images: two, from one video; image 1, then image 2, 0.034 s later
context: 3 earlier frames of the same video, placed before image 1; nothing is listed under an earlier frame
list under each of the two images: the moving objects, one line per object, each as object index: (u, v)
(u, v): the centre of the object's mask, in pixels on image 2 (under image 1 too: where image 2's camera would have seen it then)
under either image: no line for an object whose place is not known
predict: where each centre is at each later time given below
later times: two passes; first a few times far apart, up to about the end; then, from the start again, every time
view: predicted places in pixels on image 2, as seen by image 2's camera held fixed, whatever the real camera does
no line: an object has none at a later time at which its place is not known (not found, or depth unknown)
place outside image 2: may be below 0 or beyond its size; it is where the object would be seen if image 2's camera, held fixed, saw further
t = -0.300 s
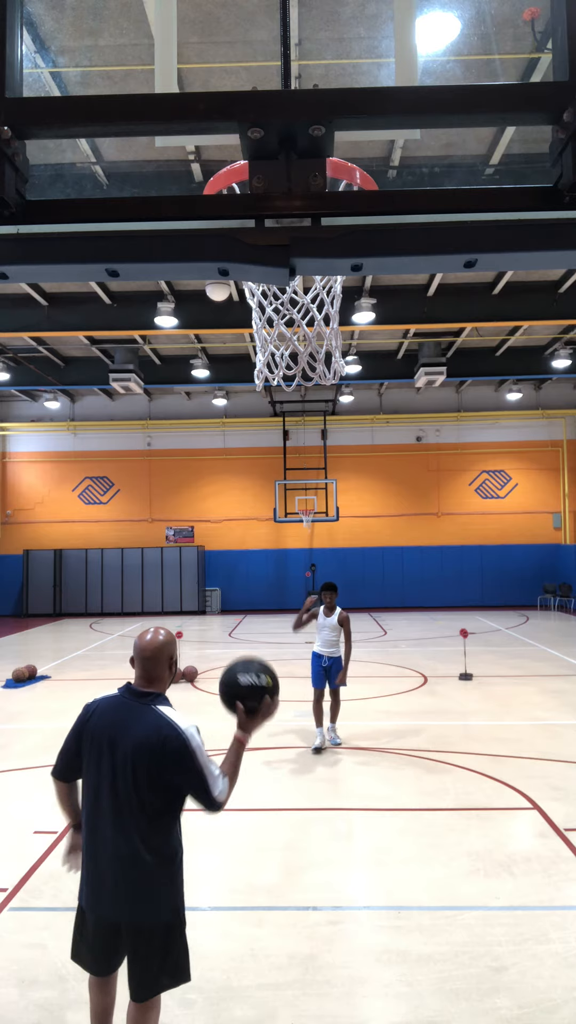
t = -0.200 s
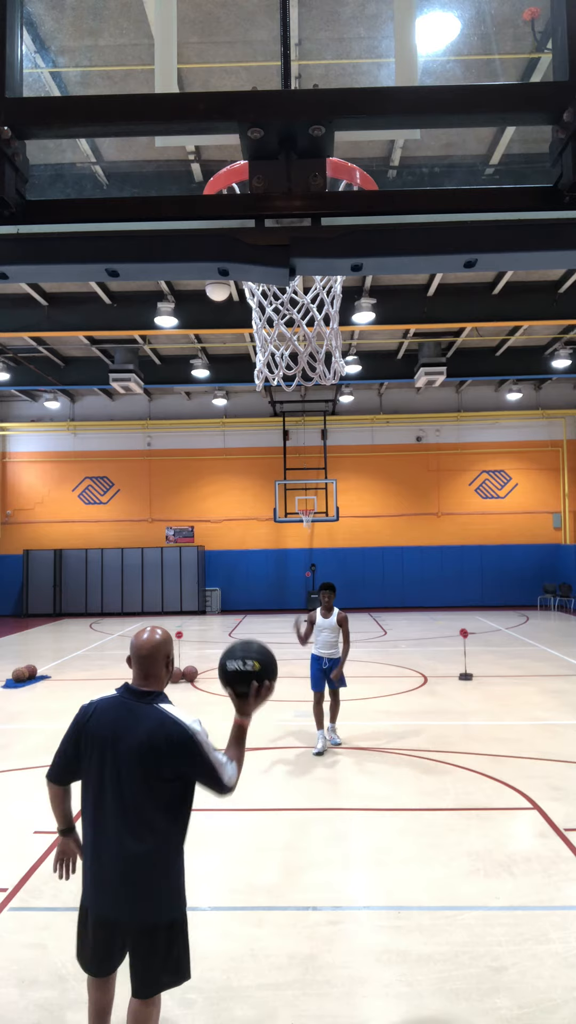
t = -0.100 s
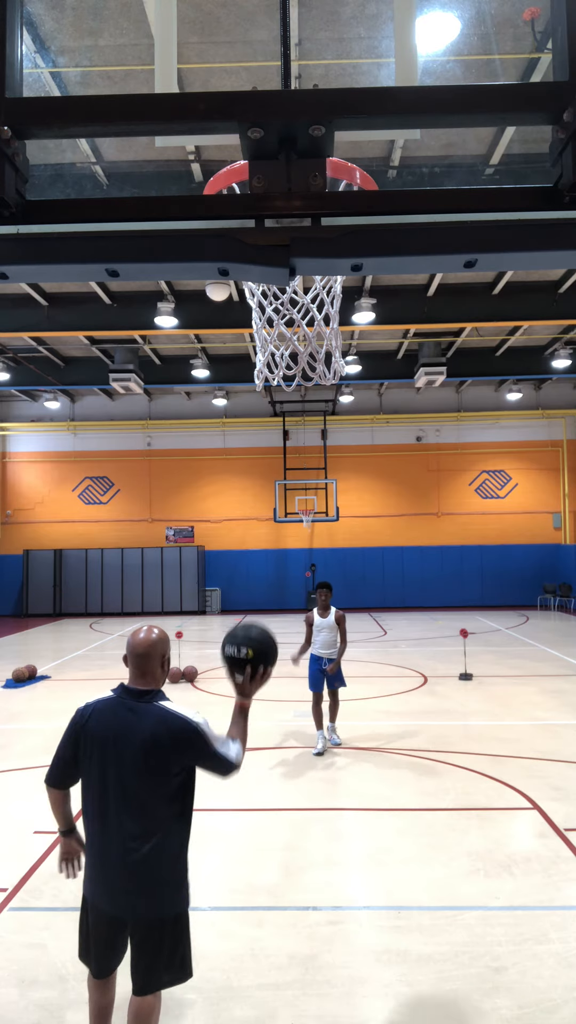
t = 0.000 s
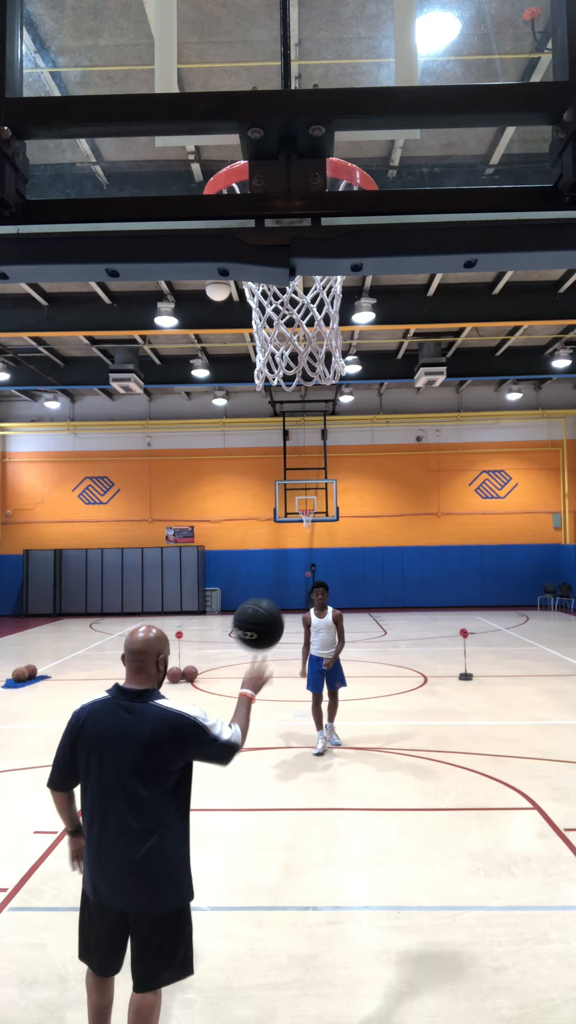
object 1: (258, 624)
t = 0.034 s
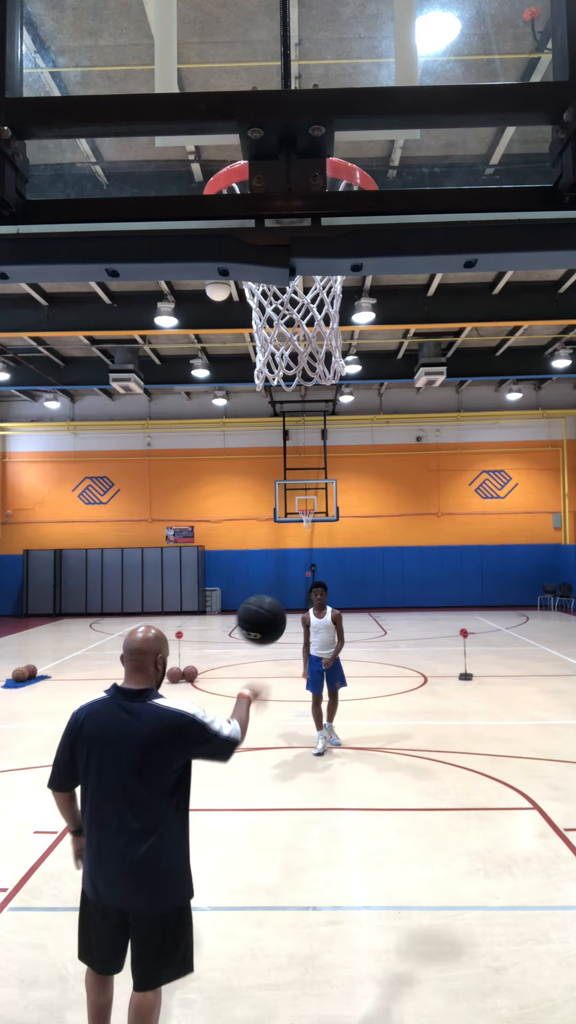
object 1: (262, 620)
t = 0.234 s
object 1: (277, 637)
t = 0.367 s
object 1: (285, 677)
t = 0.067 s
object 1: (264, 618)
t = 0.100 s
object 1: (267, 618)
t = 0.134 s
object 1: (270, 620)
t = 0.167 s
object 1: (272, 623)
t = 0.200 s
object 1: (275, 628)
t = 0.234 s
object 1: (277, 637)
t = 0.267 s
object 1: (279, 645)
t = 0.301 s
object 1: (281, 655)
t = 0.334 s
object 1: (283, 666)
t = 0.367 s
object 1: (285, 677)
